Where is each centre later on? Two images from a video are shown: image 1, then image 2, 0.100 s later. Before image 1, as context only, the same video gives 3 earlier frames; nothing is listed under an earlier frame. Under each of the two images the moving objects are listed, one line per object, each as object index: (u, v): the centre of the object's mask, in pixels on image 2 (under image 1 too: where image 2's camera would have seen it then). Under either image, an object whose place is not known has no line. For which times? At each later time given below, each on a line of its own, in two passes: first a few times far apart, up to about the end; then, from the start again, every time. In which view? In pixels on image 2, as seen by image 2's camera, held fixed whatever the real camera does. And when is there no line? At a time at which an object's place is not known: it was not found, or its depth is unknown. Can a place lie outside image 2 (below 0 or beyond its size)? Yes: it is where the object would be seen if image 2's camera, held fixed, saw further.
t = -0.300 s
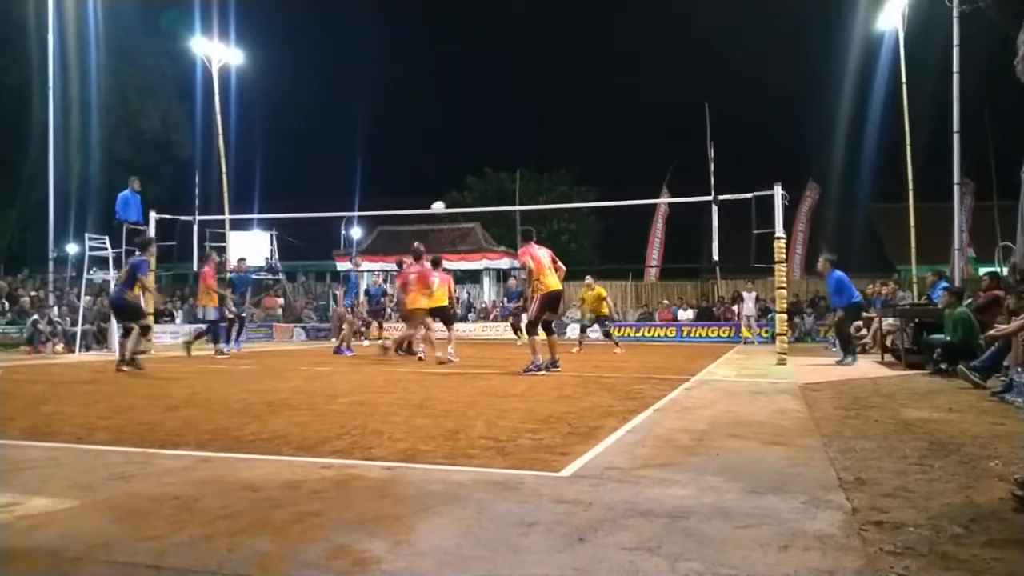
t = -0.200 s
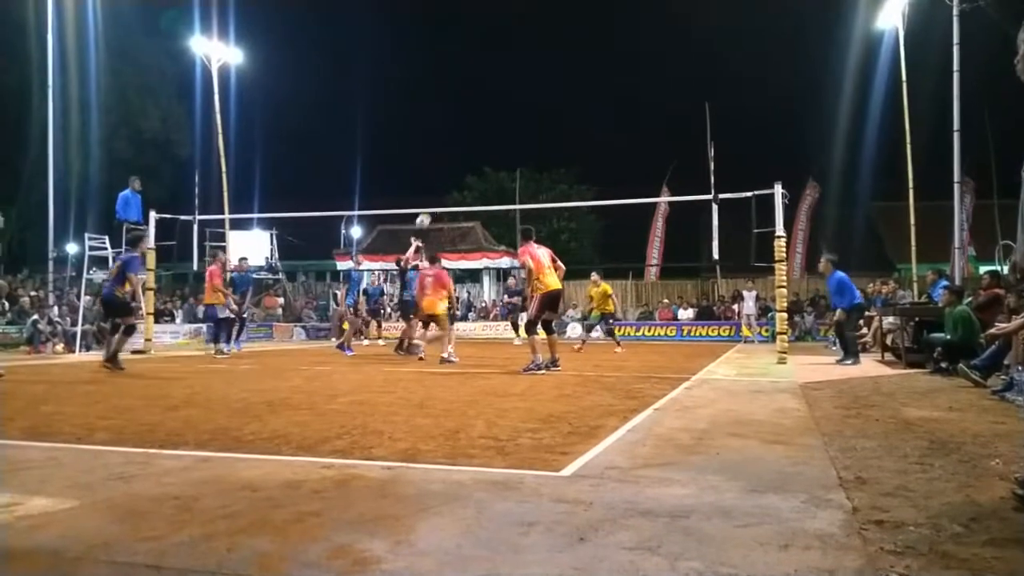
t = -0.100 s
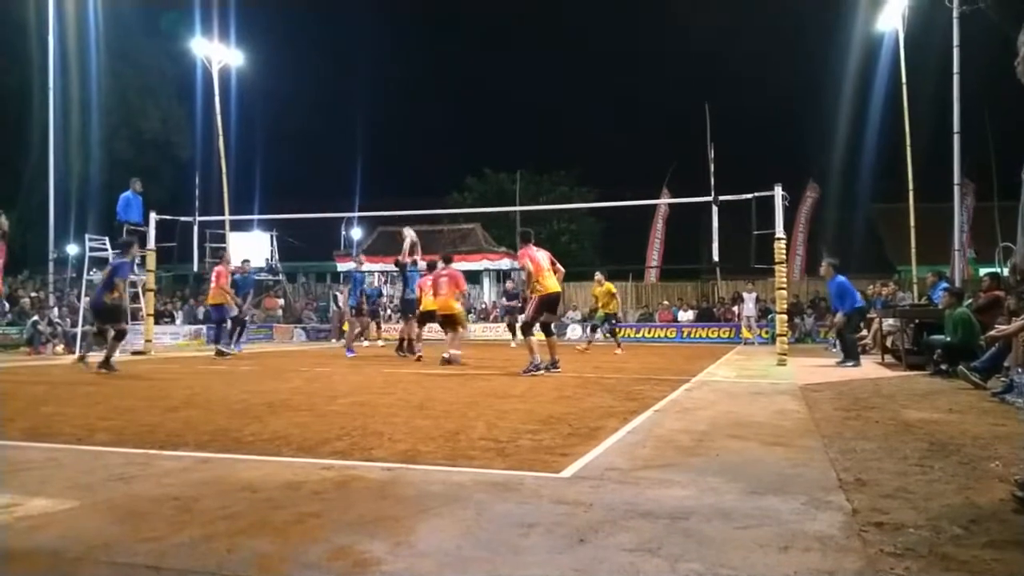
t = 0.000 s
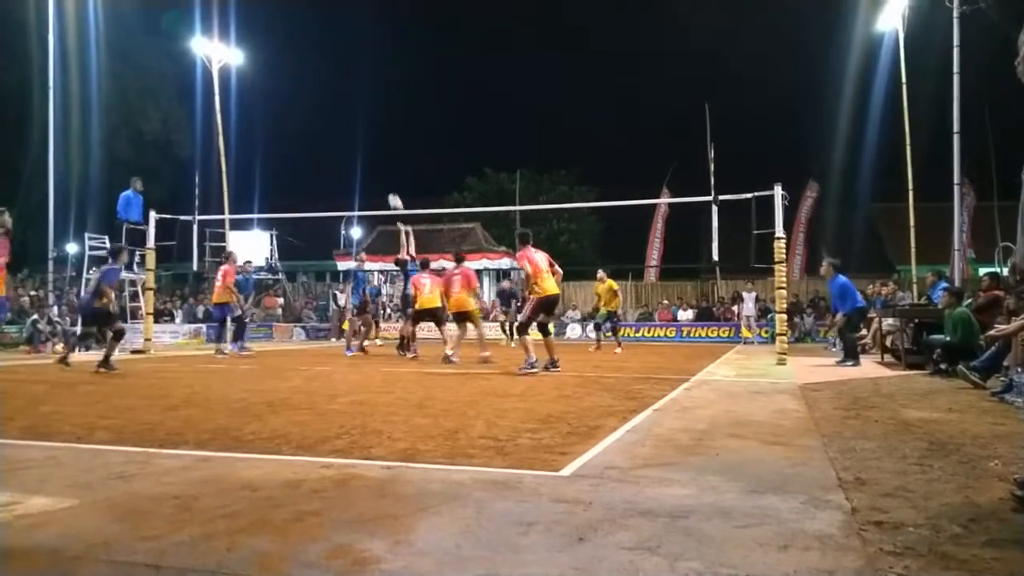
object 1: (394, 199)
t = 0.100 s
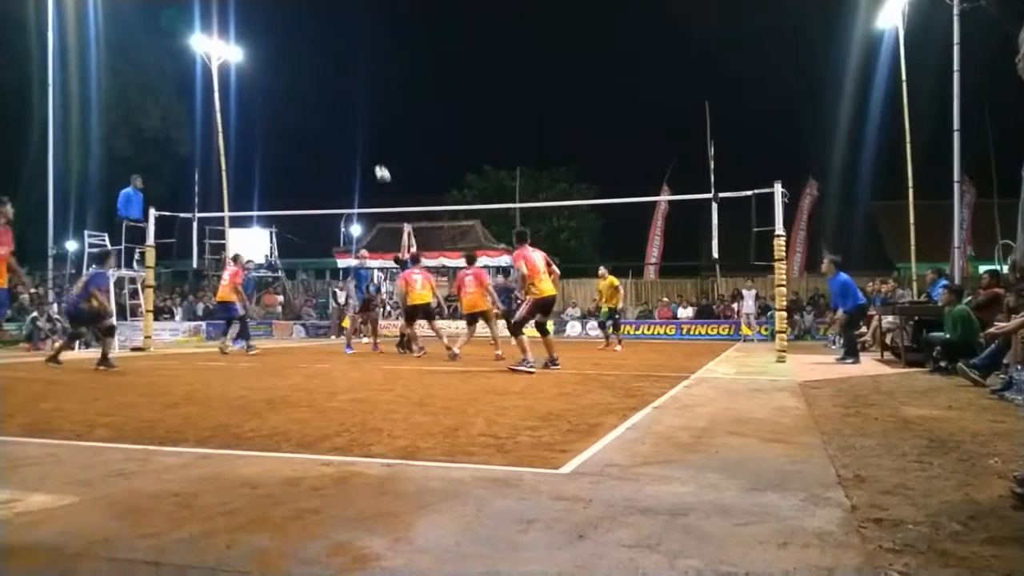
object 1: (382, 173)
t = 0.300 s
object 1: (358, 138)
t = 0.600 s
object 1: (323, 125)
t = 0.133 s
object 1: (378, 166)
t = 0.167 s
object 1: (374, 159)
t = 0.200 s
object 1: (370, 153)
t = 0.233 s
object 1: (365, 146)
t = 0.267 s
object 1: (361, 142)
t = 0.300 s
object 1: (358, 138)
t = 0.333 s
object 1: (354, 133)
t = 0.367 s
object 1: (350, 130)
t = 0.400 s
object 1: (346, 127)
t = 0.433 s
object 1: (342, 126)
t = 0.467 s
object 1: (338, 124)
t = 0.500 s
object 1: (334, 123)
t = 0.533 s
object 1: (330, 123)
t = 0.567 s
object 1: (327, 124)
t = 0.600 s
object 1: (323, 125)
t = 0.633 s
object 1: (319, 126)
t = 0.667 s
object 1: (316, 129)
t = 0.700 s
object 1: (312, 131)
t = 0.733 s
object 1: (308, 135)
